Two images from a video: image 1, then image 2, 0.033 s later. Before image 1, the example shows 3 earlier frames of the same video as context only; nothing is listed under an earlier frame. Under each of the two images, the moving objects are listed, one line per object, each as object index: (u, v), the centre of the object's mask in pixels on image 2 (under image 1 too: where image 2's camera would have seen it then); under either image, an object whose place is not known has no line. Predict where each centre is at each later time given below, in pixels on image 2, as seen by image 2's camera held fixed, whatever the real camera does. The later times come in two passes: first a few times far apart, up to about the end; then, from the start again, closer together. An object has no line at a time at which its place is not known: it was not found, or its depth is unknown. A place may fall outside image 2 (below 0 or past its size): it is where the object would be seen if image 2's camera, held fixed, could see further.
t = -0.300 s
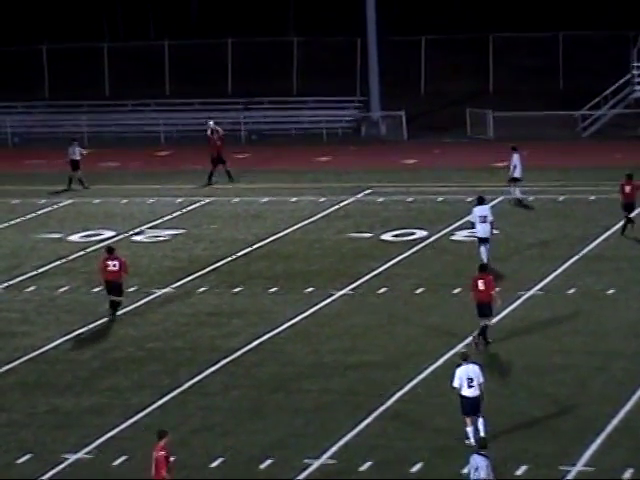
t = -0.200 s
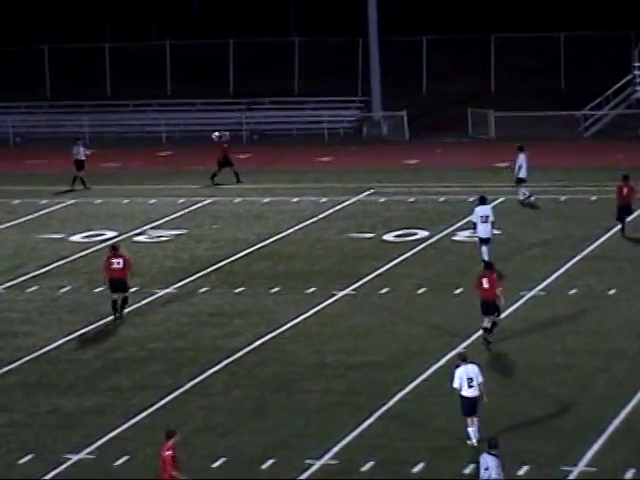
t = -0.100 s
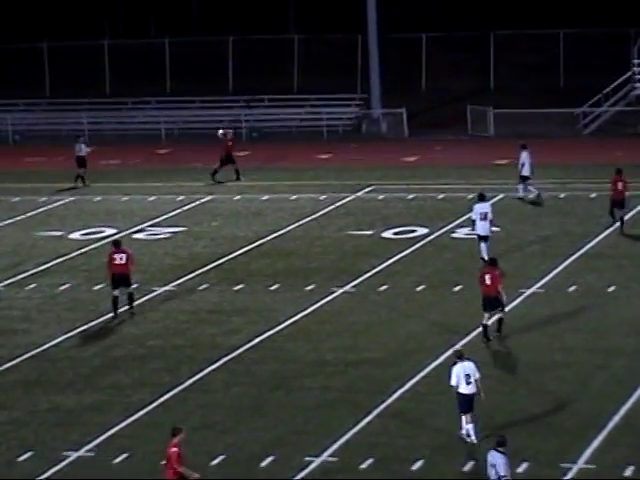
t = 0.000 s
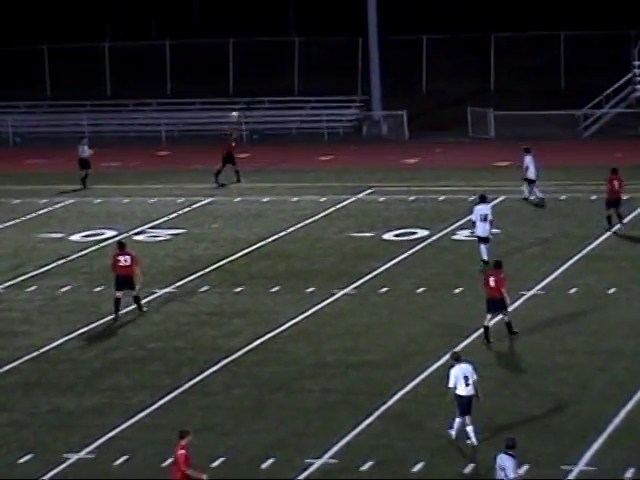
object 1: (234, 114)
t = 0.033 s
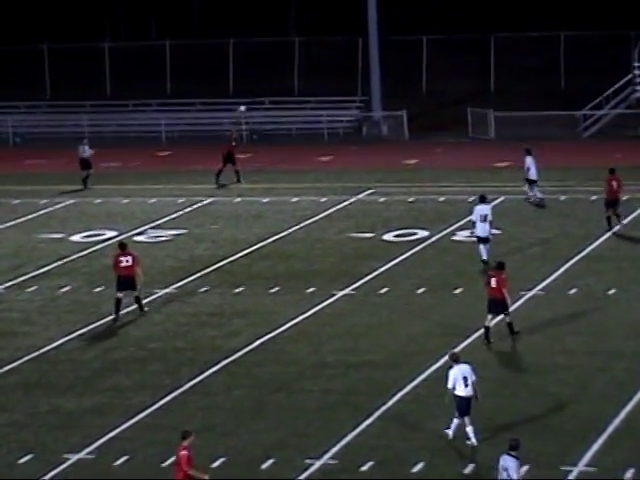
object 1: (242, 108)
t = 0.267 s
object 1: (298, 75)
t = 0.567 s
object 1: (375, 60)
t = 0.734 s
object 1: (419, 65)
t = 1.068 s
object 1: (511, 101)
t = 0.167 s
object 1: (273, 88)
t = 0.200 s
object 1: (281, 84)
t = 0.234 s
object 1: (290, 79)
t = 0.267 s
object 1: (298, 75)
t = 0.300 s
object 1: (306, 73)
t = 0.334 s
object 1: (315, 70)
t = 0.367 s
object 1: (323, 68)
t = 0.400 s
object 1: (332, 65)
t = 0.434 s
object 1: (340, 64)
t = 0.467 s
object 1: (349, 63)
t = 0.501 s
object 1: (357, 62)
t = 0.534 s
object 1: (366, 61)
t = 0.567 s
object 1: (375, 60)
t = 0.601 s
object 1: (384, 61)
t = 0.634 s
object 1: (392, 62)
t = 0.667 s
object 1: (401, 63)
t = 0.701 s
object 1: (410, 63)
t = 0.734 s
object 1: (419, 65)
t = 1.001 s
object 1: (492, 91)
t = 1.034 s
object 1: (501, 96)
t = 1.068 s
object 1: (511, 101)
